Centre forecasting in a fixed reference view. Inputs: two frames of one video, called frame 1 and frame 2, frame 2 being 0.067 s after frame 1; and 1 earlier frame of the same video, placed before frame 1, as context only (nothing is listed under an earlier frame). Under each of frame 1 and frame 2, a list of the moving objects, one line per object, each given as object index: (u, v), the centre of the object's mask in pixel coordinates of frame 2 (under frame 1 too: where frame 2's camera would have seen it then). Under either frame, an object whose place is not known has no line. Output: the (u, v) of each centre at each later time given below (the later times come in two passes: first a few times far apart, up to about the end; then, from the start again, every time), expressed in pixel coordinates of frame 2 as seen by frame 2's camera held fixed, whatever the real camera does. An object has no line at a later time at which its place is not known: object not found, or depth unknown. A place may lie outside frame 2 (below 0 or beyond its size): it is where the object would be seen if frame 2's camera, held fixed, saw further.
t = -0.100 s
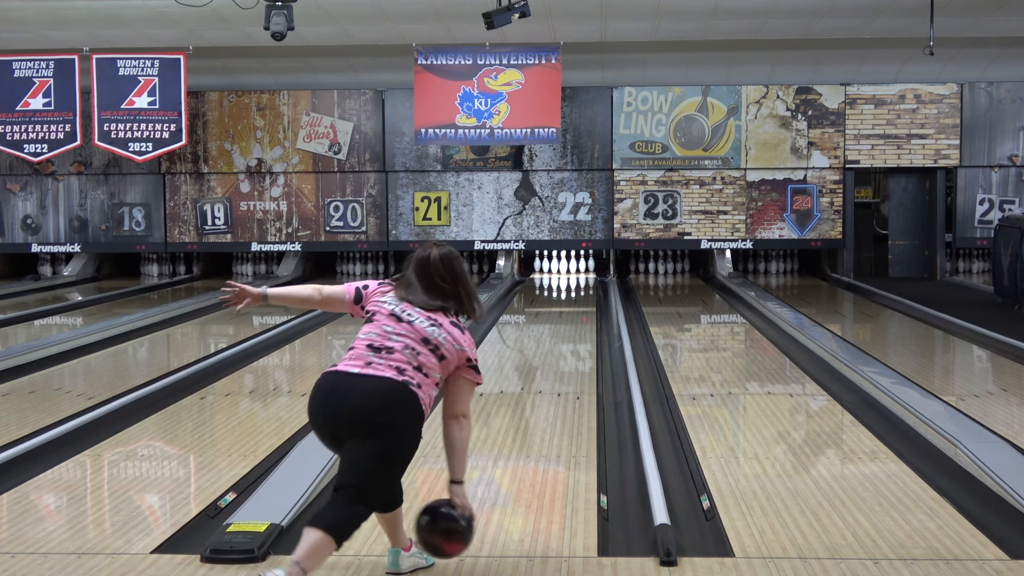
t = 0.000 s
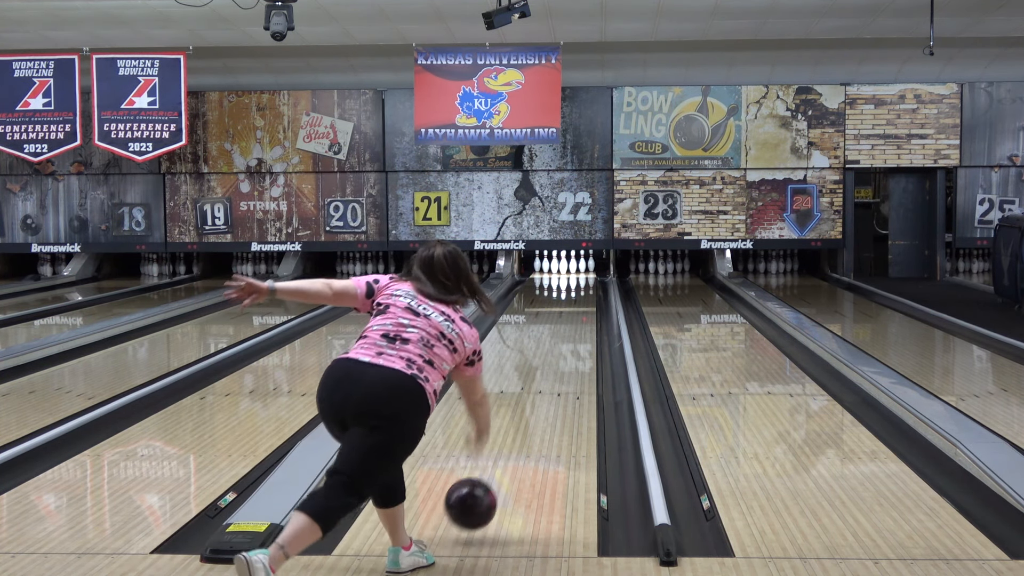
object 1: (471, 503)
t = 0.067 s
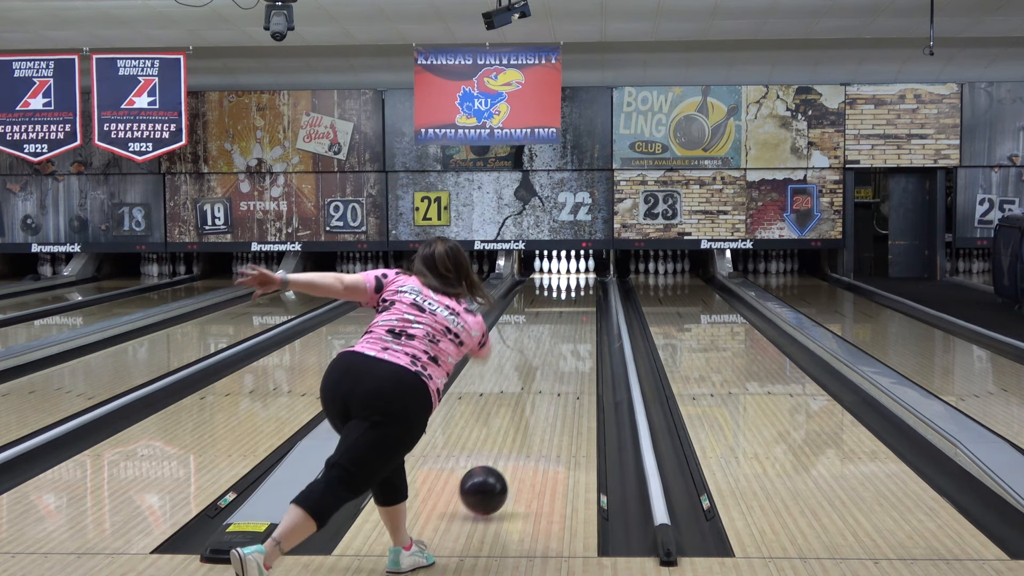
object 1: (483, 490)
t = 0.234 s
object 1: (508, 448)
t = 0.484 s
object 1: (534, 400)
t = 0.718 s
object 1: (550, 369)
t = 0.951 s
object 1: (562, 345)
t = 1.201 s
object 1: (571, 327)
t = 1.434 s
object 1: (577, 313)
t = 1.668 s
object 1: (581, 302)
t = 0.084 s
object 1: (486, 489)
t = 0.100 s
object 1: (489, 484)
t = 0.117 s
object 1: (492, 477)
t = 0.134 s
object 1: (494, 472)
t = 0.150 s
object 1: (497, 468)
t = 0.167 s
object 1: (499, 464)
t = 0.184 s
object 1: (502, 461)
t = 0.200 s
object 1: (504, 456)
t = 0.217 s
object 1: (506, 452)
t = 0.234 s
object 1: (508, 448)
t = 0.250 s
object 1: (510, 444)
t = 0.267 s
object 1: (512, 440)
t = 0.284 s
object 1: (514, 437)
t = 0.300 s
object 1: (516, 433)
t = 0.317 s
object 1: (518, 430)
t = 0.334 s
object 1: (520, 426)
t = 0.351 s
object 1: (522, 423)
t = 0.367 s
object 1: (523, 420)
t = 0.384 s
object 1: (525, 417)
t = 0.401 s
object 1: (526, 414)
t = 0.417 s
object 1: (528, 411)
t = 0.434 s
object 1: (529, 408)
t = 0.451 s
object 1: (531, 405)
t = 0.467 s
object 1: (532, 402)
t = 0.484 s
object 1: (534, 400)
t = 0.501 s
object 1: (535, 397)
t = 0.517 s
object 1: (537, 395)
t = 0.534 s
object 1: (538, 392)
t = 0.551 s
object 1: (539, 390)
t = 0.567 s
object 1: (540, 387)
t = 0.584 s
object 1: (542, 385)
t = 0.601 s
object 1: (543, 383)
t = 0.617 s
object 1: (544, 380)
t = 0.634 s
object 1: (545, 378)
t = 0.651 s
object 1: (546, 377)
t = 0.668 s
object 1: (547, 374)
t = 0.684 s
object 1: (548, 372)
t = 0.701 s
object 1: (549, 371)
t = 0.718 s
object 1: (550, 369)
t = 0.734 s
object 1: (551, 367)
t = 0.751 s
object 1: (552, 365)
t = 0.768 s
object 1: (553, 363)
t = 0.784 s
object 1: (554, 361)
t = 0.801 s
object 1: (555, 360)
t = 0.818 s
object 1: (556, 358)
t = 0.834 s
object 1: (557, 356)
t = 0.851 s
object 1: (557, 354)
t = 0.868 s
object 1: (558, 353)
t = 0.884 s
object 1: (559, 352)
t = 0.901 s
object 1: (559, 350)
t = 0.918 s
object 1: (560, 348)
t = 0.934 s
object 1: (561, 347)
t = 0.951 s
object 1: (562, 345)
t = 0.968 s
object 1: (563, 344)
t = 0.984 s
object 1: (563, 343)
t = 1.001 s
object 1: (564, 341)
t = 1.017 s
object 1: (565, 340)
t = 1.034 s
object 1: (565, 338)
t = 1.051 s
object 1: (566, 337)
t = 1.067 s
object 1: (567, 336)
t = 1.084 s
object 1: (567, 335)
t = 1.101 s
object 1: (568, 333)
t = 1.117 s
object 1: (568, 332)
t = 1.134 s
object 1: (569, 331)
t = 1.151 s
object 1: (569, 330)
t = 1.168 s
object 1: (570, 329)
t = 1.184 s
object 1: (570, 328)
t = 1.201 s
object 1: (571, 327)
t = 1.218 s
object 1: (571, 326)
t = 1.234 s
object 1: (572, 324)
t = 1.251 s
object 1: (572, 323)
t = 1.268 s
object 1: (573, 322)
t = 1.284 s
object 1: (573, 322)
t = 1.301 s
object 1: (574, 320)
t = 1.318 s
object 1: (574, 319)
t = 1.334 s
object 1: (575, 318)
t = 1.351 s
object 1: (575, 317)
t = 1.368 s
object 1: (576, 316)
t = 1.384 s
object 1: (576, 316)
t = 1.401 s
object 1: (576, 315)
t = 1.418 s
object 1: (577, 314)
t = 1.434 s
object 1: (577, 313)
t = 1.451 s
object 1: (578, 312)
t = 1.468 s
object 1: (578, 311)
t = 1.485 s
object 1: (578, 310)
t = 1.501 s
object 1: (579, 309)
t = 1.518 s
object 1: (579, 308)
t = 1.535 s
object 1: (579, 308)
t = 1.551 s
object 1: (580, 307)
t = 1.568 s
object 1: (580, 306)
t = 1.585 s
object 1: (580, 306)
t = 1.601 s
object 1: (580, 305)
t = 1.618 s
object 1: (581, 304)
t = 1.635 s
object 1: (581, 303)
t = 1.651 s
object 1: (581, 302)
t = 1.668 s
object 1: (581, 302)
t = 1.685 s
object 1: (581, 301)
